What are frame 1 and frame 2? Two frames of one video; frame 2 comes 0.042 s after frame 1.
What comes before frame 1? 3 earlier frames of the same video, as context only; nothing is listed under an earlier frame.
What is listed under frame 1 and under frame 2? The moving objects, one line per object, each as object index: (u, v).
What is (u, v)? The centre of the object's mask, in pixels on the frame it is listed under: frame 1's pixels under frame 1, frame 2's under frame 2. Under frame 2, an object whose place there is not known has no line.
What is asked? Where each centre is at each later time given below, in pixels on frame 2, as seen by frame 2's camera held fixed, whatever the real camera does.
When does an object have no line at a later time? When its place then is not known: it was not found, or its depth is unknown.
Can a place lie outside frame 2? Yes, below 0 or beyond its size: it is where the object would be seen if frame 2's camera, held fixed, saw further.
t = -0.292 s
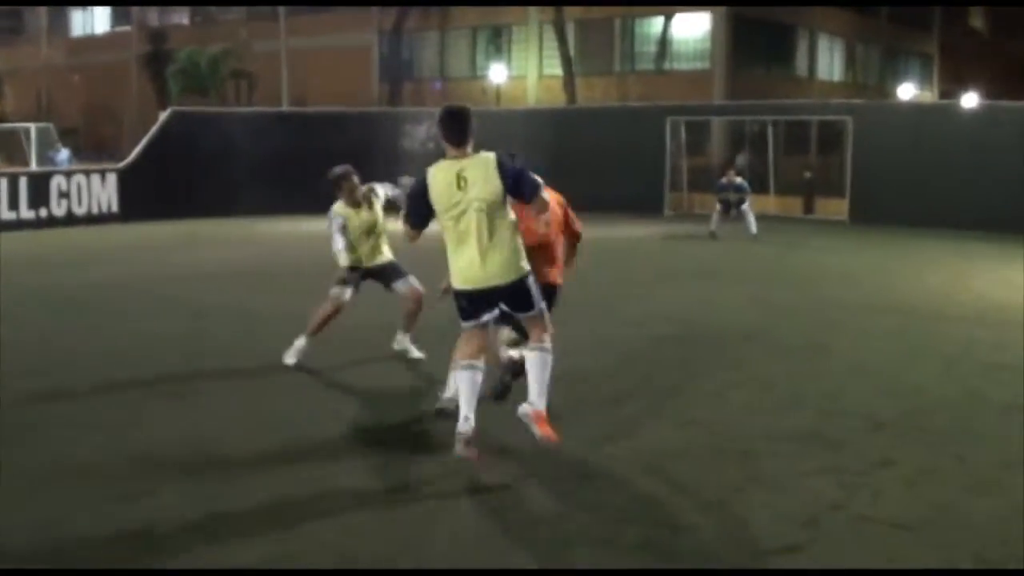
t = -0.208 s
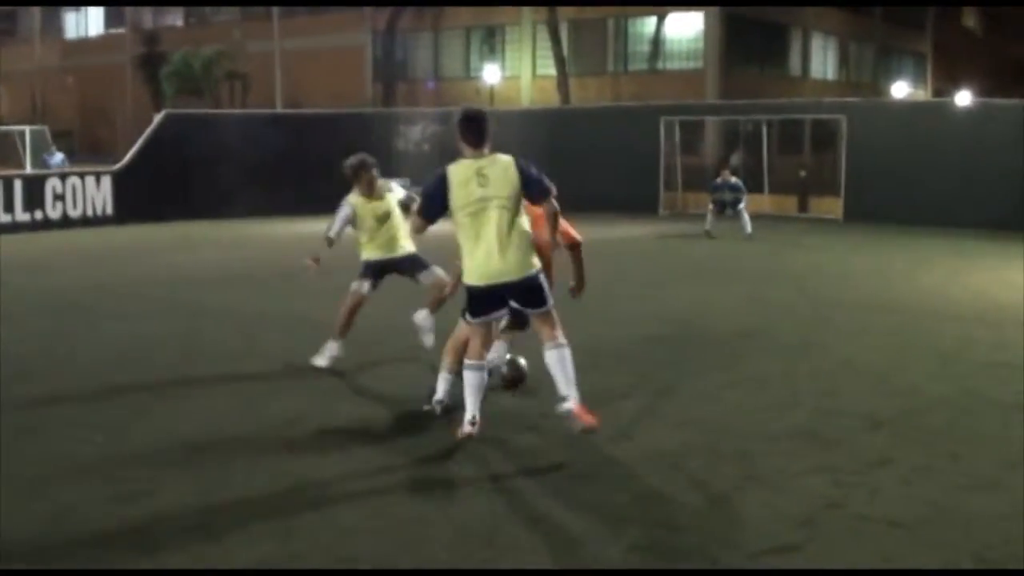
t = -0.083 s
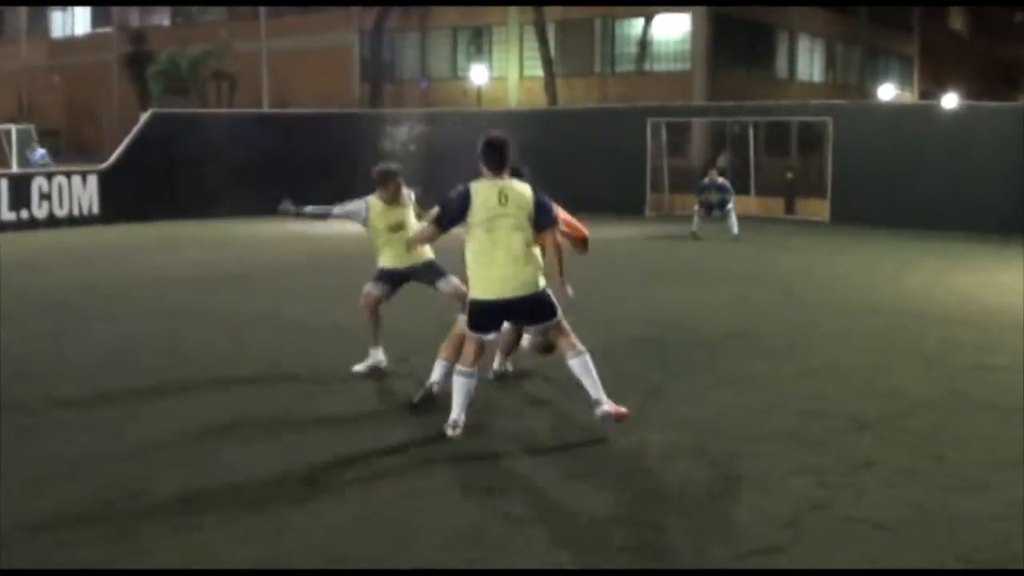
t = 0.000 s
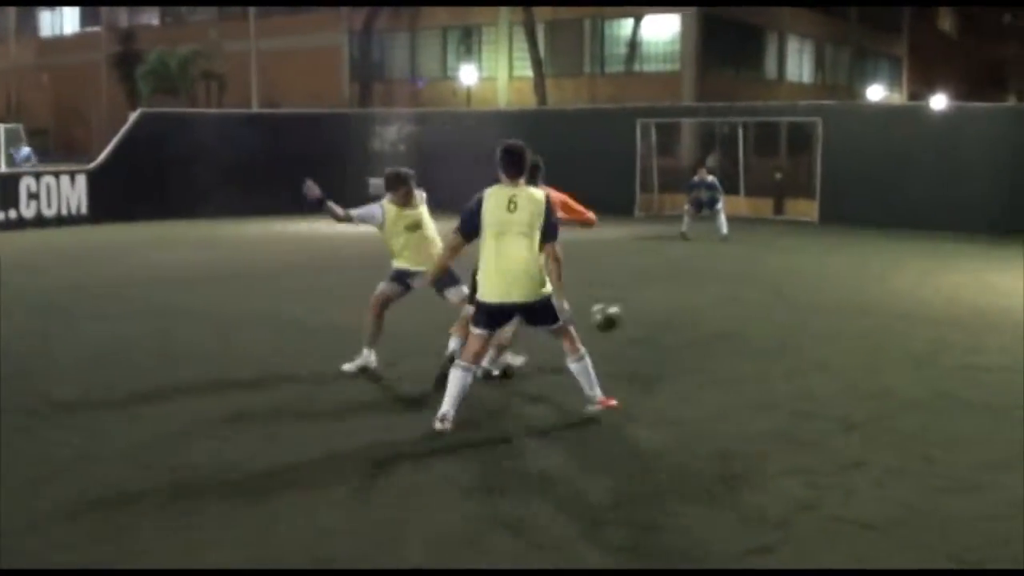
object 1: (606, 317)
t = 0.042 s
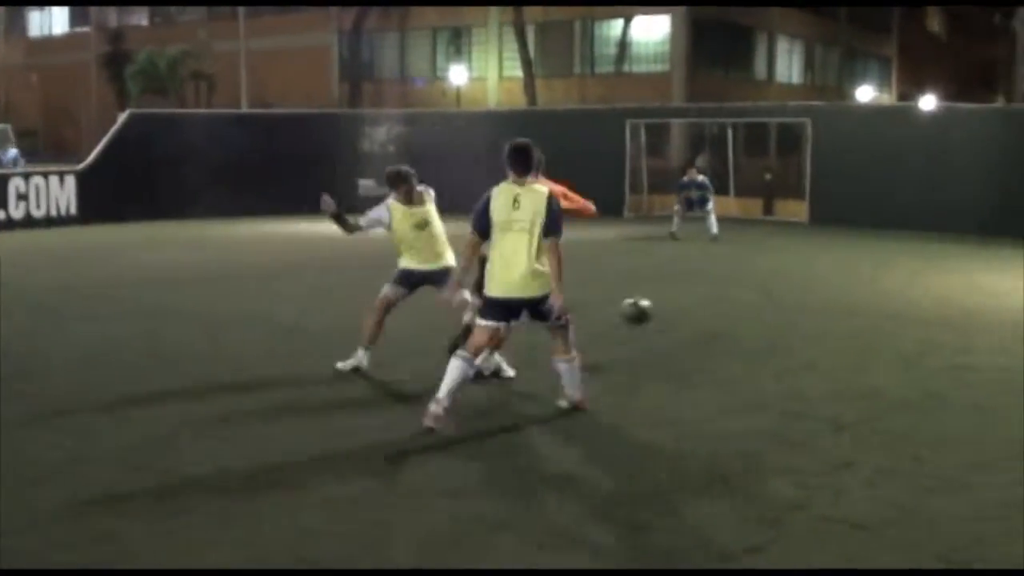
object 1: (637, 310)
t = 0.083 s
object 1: (663, 308)
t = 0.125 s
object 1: (700, 306)
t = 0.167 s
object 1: (722, 306)
